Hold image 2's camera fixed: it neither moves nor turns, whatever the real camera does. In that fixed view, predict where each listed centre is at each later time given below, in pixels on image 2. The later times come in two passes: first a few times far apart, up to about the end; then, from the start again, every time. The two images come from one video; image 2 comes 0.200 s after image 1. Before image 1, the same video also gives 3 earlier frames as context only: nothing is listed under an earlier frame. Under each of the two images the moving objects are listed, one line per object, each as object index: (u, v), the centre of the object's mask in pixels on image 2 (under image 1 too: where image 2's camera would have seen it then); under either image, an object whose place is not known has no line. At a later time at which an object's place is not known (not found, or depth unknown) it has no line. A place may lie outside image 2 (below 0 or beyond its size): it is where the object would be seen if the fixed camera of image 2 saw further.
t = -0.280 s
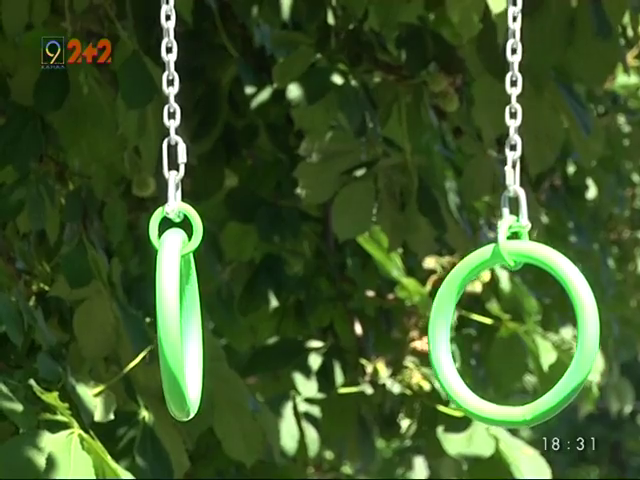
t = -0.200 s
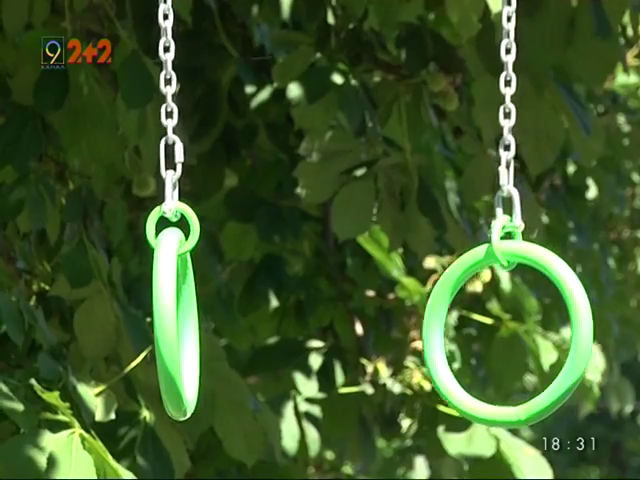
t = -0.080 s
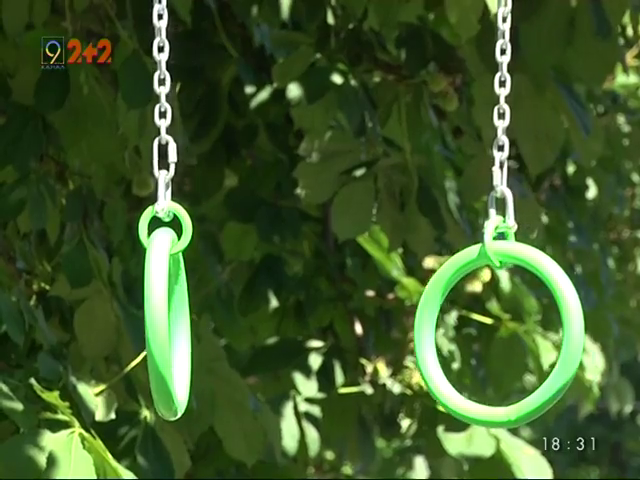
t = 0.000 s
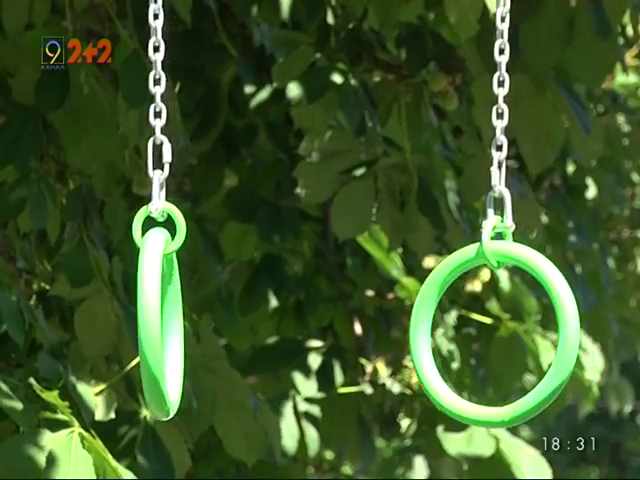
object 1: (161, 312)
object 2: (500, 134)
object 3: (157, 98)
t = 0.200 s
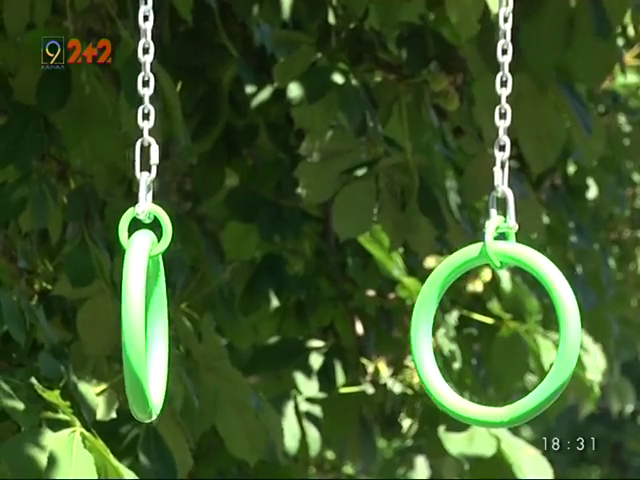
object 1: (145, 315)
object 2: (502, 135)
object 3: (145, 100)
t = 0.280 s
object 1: (137, 315)
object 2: (503, 134)
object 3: (139, 100)
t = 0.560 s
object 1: (126, 318)
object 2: (518, 132)
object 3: (130, 102)
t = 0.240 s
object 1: (141, 316)
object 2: (503, 135)
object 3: (141, 100)
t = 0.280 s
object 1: (137, 315)
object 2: (503, 134)
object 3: (139, 100)
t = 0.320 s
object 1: (135, 316)
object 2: (505, 134)
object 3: (137, 100)
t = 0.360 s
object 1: (132, 316)
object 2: (506, 133)
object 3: (135, 101)
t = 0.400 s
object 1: (130, 317)
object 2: (507, 134)
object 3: (133, 100)
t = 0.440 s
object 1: (128, 317)
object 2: (509, 133)
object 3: (132, 101)
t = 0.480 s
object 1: (127, 317)
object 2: (512, 133)
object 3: (130, 101)
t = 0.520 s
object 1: (126, 318)
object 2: (514, 133)
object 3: (130, 102)
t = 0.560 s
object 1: (126, 318)
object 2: (518, 132)
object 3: (130, 102)
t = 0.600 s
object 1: (126, 318)
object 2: (522, 132)
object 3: (130, 103)
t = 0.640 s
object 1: (126, 318)
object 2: (526, 132)
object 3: (130, 102)
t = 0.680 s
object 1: (128, 318)
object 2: (531, 131)
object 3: (132, 102)
